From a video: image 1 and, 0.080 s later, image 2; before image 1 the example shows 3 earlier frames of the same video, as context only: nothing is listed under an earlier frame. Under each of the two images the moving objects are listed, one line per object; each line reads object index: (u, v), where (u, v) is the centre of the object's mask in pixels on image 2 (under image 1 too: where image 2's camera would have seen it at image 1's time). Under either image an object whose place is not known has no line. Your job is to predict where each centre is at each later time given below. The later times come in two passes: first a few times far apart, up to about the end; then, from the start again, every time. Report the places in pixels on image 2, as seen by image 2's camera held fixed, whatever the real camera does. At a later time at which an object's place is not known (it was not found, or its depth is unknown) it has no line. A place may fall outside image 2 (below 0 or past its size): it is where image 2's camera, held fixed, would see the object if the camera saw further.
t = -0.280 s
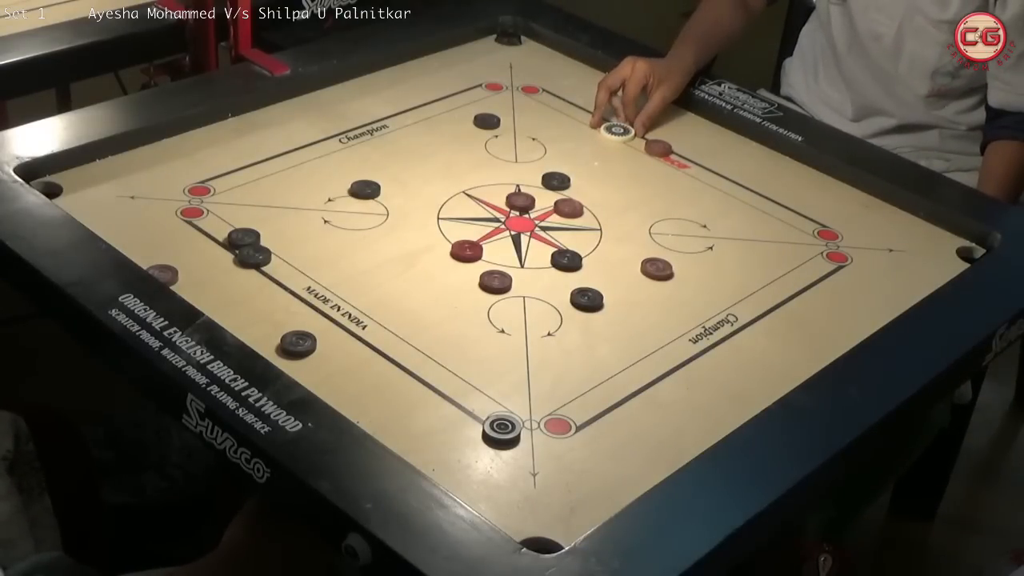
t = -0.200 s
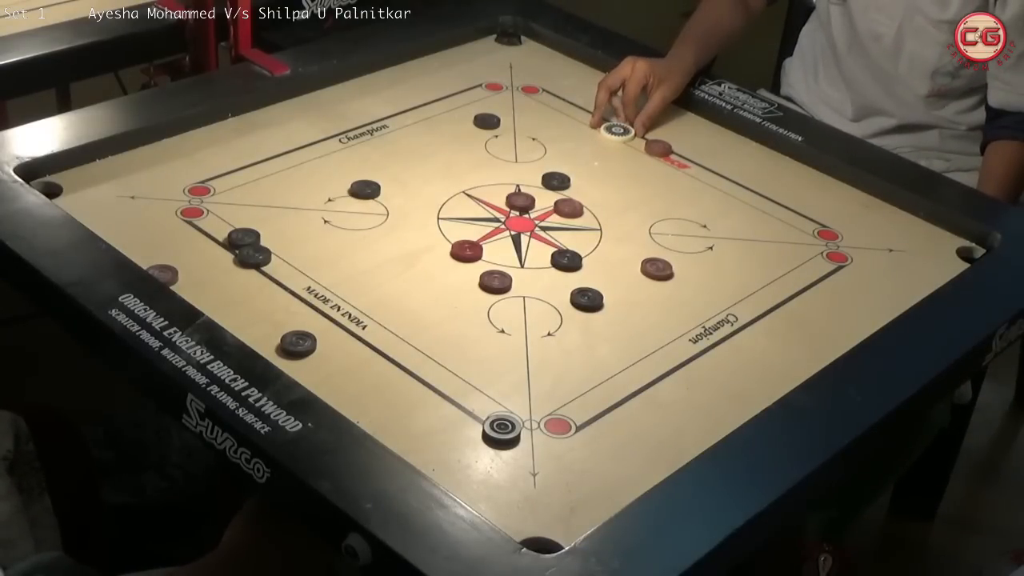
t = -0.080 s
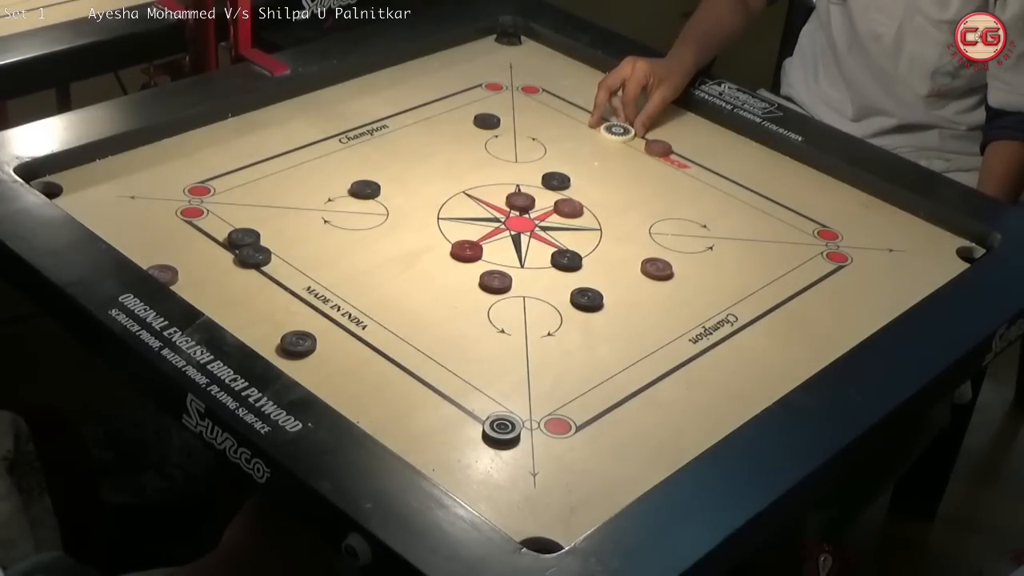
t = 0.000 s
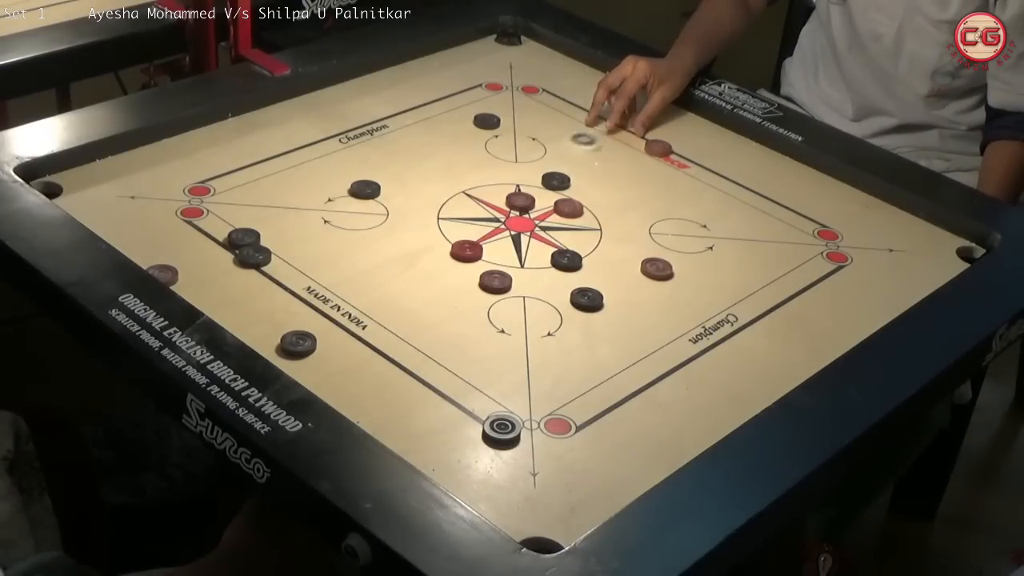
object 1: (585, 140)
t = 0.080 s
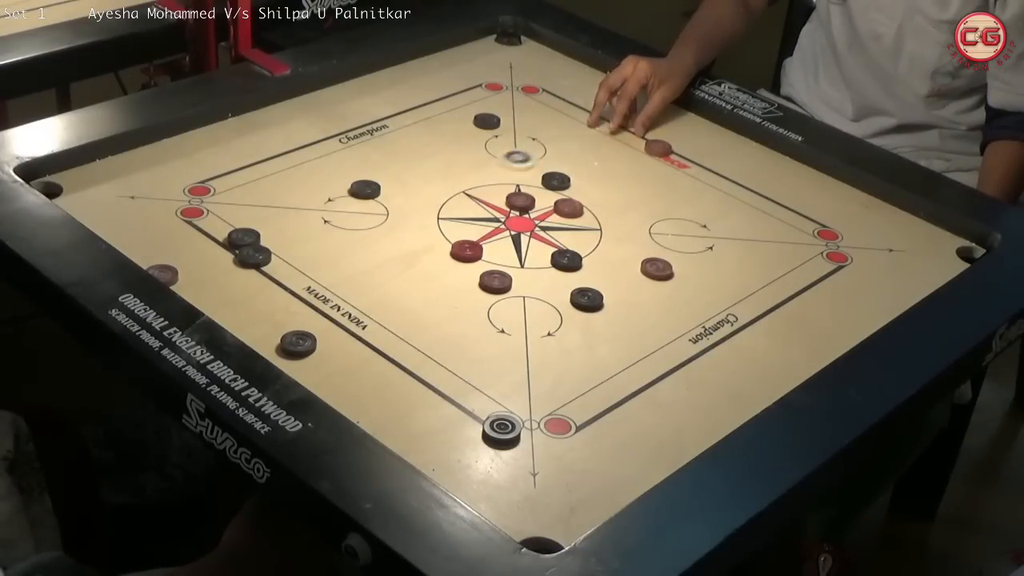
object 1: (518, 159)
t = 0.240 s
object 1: (393, 196)
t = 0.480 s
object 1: (317, 241)
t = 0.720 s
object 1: (286, 266)
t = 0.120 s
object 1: (485, 168)
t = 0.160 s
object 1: (451, 177)
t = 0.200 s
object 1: (419, 187)
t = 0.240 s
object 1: (393, 196)
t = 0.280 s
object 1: (379, 204)
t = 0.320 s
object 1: (365, 213)
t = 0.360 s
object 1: (351, 221)
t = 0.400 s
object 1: (339, 228)
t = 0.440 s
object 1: (328, 235)
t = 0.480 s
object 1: (317, 241)
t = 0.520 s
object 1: (308, 247)
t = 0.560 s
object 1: (300, 253)
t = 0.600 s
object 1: (293, 257)
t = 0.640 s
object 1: (289, 261)
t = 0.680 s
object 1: (288, 264)
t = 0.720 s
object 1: (286, 266)
